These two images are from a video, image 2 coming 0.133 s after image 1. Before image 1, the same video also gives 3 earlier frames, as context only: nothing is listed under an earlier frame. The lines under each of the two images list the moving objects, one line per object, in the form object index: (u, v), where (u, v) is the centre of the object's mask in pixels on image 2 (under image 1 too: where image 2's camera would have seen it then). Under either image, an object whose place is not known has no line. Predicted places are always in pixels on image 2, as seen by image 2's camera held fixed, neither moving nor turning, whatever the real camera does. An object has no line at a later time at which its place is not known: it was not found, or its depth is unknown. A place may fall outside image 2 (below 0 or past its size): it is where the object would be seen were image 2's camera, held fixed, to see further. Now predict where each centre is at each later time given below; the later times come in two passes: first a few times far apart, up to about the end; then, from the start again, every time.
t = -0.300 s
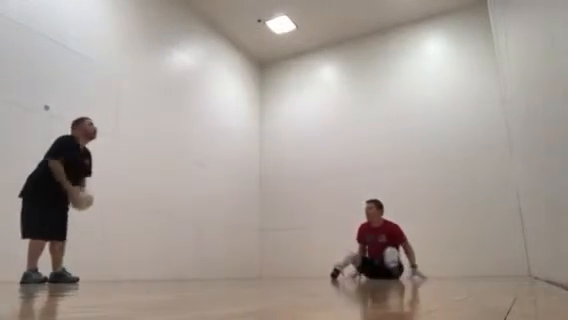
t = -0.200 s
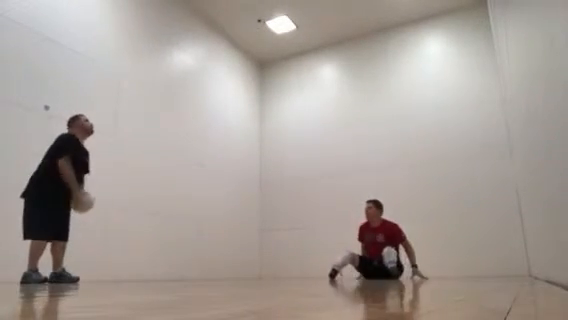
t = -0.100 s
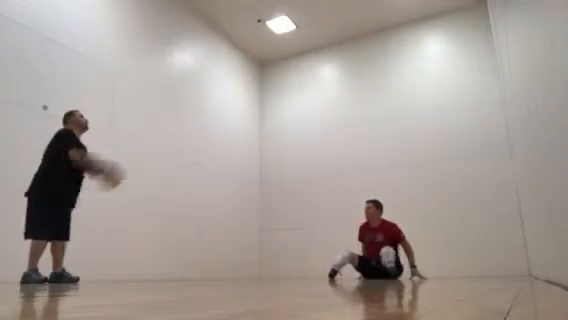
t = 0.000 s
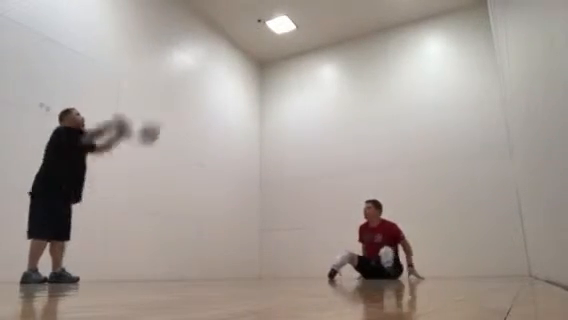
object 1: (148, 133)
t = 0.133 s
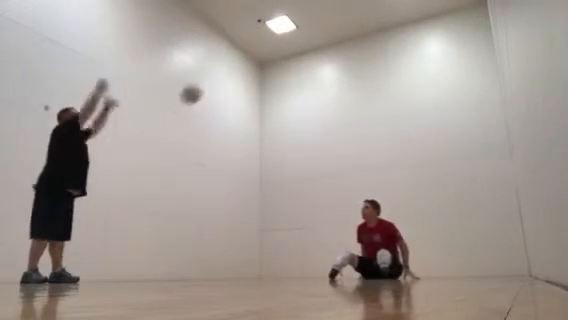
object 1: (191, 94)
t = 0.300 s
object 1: (234, 71)
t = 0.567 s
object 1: (296, 79)
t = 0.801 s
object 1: (344, 124)
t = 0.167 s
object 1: (200, 87)
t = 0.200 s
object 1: (209, 81)
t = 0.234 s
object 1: (218, 76)
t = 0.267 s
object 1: (227, 73)
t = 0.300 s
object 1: (234, 71)
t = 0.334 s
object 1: (243, 69)
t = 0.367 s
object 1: (249, 69)
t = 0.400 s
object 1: (259, 70)
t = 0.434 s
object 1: (266, 71)
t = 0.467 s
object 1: (272, 72)
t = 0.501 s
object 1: (281, 73)
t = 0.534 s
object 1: (288, 75)
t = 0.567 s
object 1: (296, 79)
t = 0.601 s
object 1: (303, 83)
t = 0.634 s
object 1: (310, 88)
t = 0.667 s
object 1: (317, 94)
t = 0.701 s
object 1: (323, 101)
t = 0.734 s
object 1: (330, 108)
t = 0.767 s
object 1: (337, 116)
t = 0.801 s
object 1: (344, 124)
